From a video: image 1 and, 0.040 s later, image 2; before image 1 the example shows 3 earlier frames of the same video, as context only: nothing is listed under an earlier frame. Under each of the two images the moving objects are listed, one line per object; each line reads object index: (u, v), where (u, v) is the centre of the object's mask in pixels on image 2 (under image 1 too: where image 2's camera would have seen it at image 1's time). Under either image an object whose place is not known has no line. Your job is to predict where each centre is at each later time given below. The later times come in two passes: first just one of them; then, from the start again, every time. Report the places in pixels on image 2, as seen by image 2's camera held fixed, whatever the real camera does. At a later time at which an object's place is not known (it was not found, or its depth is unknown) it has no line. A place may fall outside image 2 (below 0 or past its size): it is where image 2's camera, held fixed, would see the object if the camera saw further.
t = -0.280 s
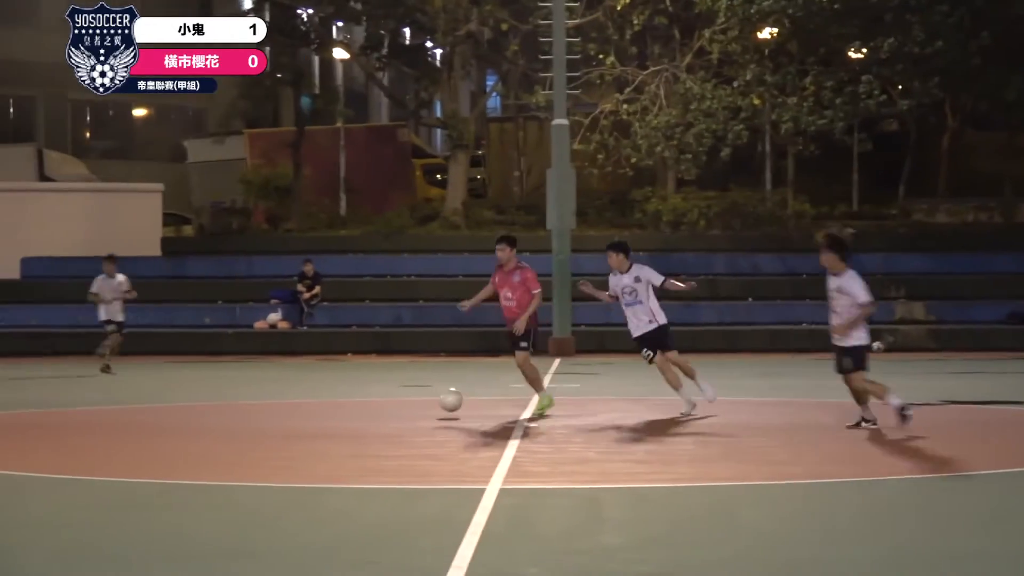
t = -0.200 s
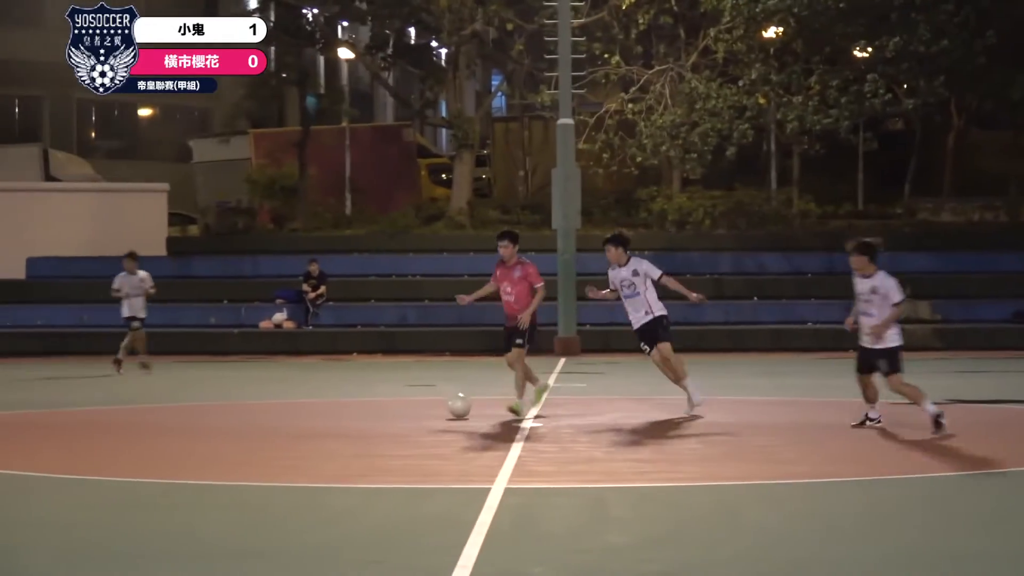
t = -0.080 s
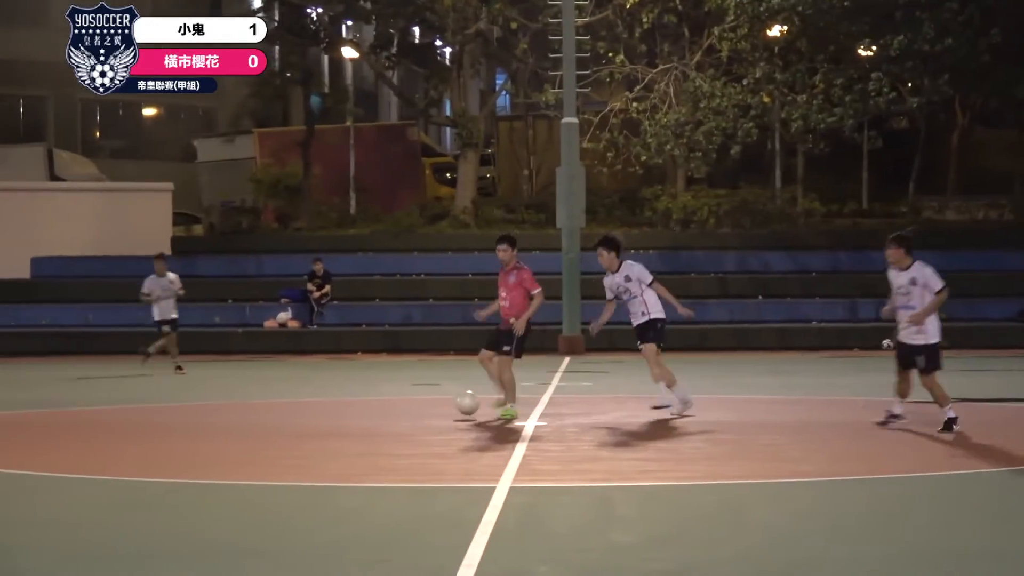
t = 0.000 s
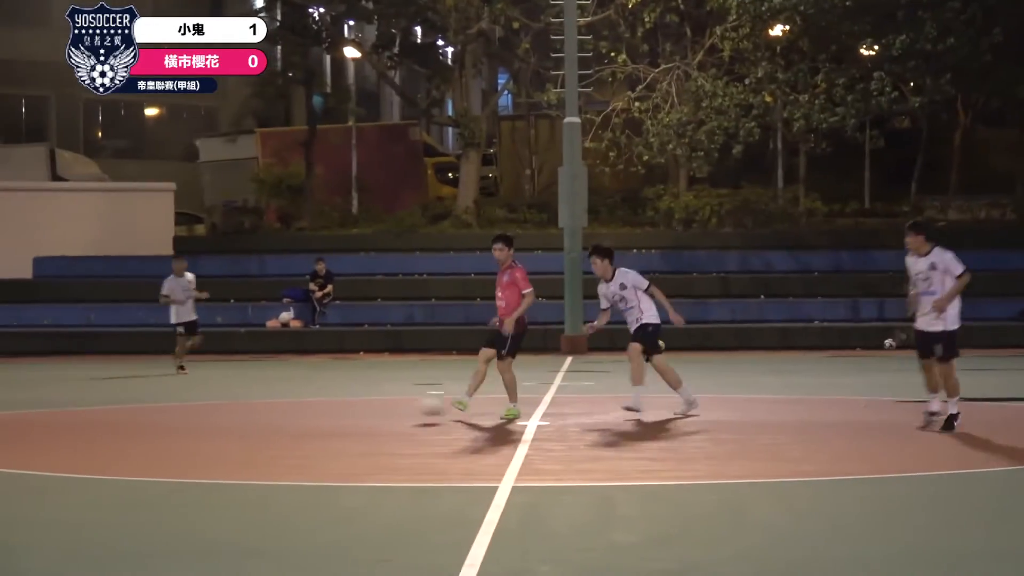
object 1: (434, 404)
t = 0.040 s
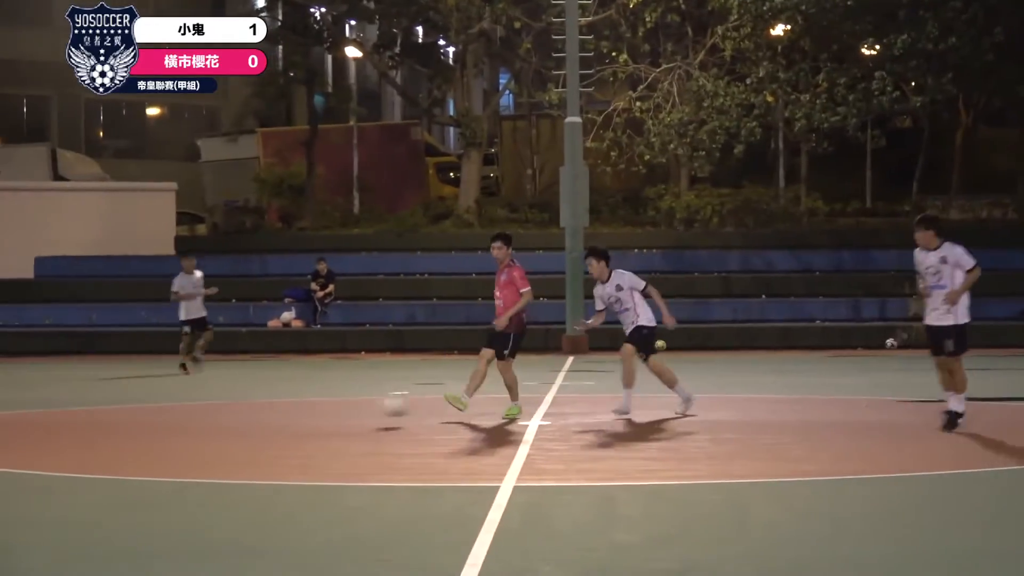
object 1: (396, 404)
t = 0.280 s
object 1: (150, 428)
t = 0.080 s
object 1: (357, 407)
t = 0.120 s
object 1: (315, 411)
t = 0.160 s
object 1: (272, 418)
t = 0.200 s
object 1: (229, 425)
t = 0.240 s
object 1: (188, 430)
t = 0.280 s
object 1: (150, 428)
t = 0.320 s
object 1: (111, 430)
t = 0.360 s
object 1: (71, 433)
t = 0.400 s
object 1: (31, 439)
